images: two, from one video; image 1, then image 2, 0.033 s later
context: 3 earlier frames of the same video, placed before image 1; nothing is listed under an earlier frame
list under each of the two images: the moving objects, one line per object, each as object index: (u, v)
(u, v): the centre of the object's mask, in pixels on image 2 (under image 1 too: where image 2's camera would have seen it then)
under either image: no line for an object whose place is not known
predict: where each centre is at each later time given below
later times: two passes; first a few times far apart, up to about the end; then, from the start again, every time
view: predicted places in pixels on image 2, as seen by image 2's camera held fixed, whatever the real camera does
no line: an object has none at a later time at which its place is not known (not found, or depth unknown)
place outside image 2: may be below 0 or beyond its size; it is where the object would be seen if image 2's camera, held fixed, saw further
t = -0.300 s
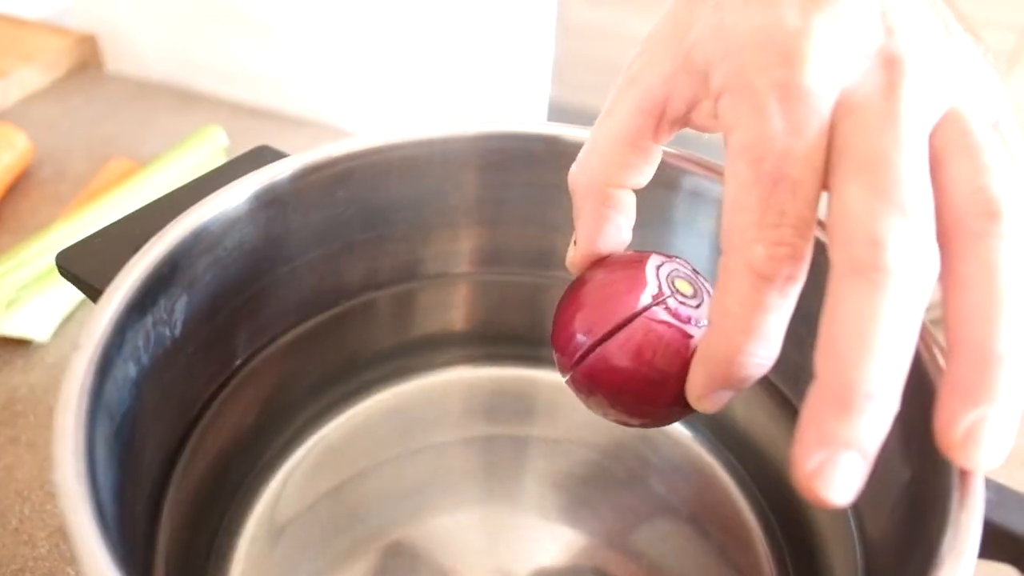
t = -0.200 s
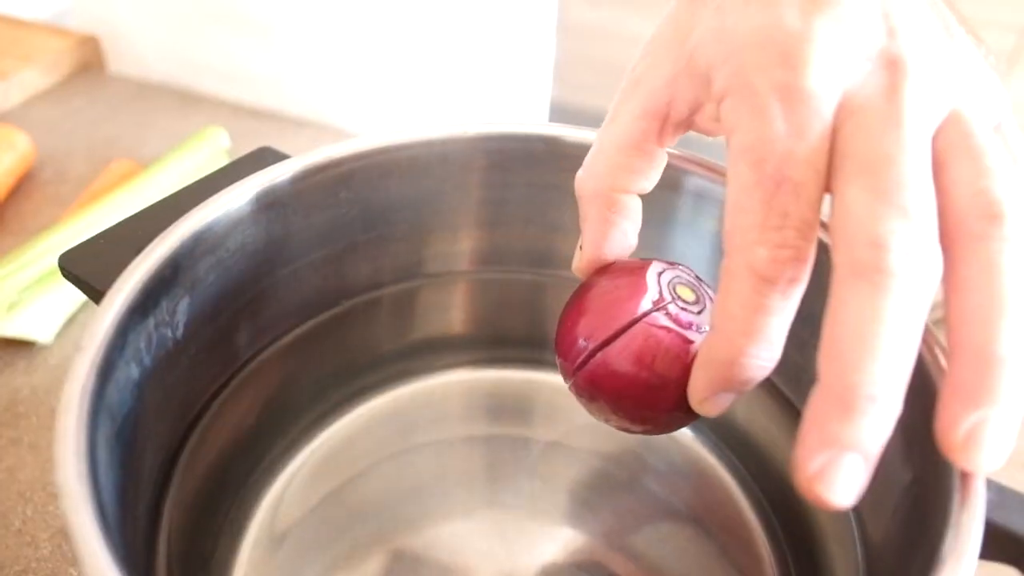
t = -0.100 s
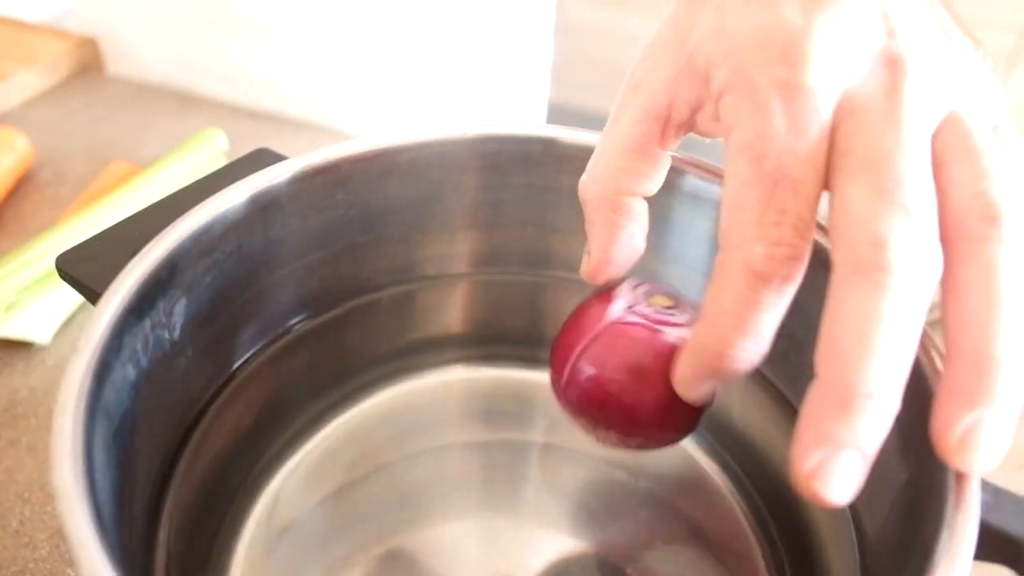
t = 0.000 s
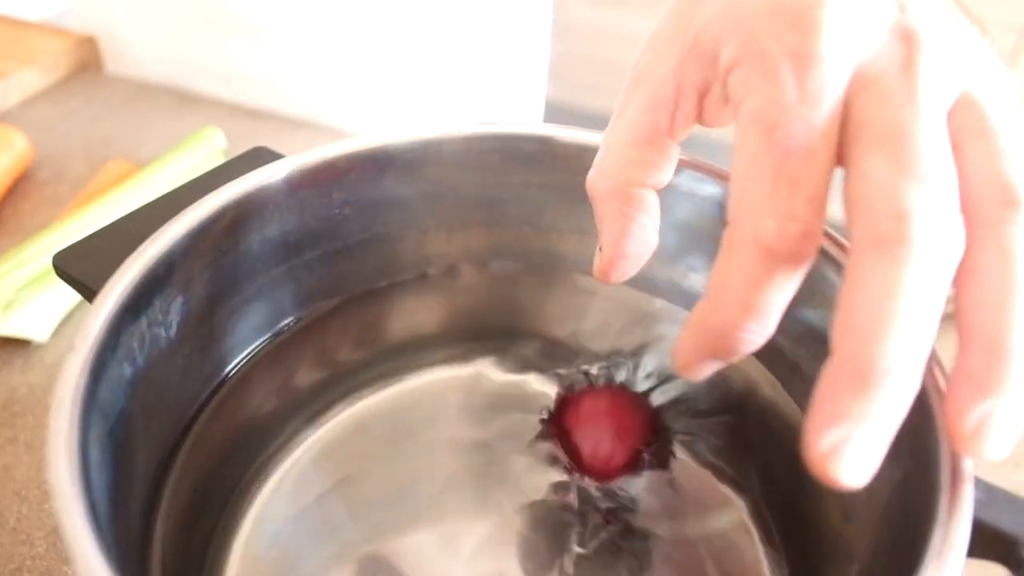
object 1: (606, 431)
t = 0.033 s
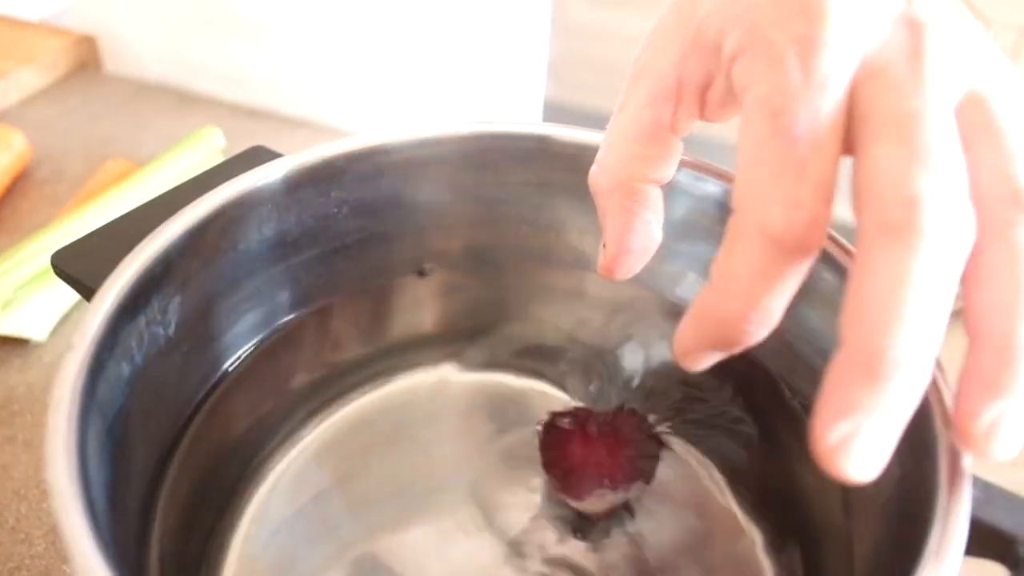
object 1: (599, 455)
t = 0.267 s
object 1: (599, 367)
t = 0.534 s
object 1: (588, 384)
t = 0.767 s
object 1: (562, 396)
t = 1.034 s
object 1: (546, 388)
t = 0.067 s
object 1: (600, 448)
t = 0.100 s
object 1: (598, 437)
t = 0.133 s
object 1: (599, 423)
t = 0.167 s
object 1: (598, 388)
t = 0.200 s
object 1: (598, 385)
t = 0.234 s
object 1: (599, 379)
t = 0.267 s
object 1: (599, 367)
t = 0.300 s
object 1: (601, 353)
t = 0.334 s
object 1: (597, 358)
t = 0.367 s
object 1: (593, 361)
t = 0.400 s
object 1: (591, 365)
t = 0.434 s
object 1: (594, 375)
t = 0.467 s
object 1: (592, 375)
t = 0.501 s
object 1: (590, 379)
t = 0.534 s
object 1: (588, 384)
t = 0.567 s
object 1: (587, 389)
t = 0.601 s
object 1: (580, 393)
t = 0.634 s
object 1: (574, 393)
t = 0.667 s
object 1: (571, 397)
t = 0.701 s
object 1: (566, 395)
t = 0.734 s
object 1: (564, 395)
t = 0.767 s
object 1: (562, 396)
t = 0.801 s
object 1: (561, 397)
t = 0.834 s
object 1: (557, 397)
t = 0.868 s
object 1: (555, 395)
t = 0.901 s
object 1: (554, 392)
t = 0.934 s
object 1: (552, 390)
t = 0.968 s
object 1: (551, 388)
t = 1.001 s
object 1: (548, 388)
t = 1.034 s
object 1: (546, 388)
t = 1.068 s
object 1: (545, 384)
